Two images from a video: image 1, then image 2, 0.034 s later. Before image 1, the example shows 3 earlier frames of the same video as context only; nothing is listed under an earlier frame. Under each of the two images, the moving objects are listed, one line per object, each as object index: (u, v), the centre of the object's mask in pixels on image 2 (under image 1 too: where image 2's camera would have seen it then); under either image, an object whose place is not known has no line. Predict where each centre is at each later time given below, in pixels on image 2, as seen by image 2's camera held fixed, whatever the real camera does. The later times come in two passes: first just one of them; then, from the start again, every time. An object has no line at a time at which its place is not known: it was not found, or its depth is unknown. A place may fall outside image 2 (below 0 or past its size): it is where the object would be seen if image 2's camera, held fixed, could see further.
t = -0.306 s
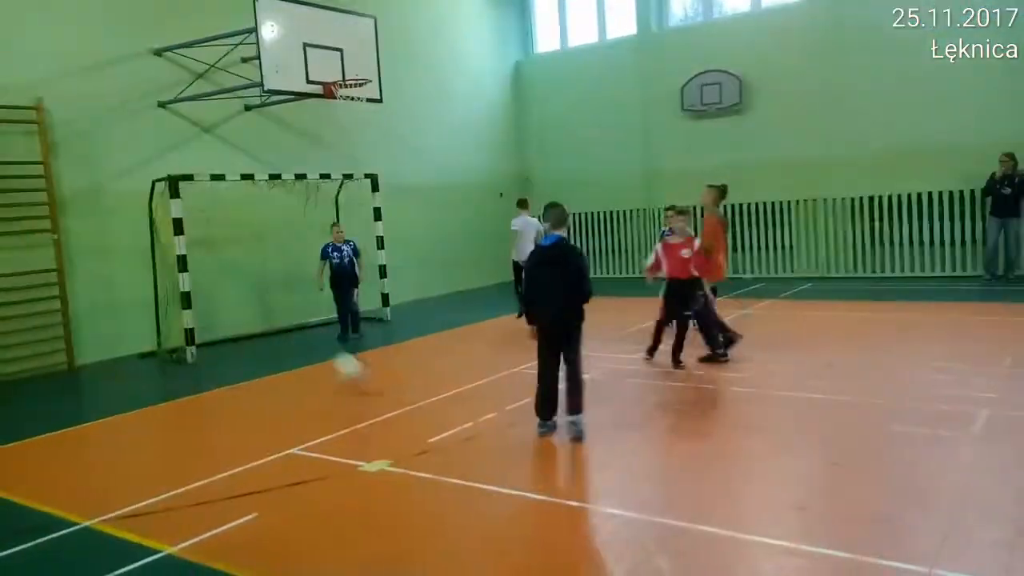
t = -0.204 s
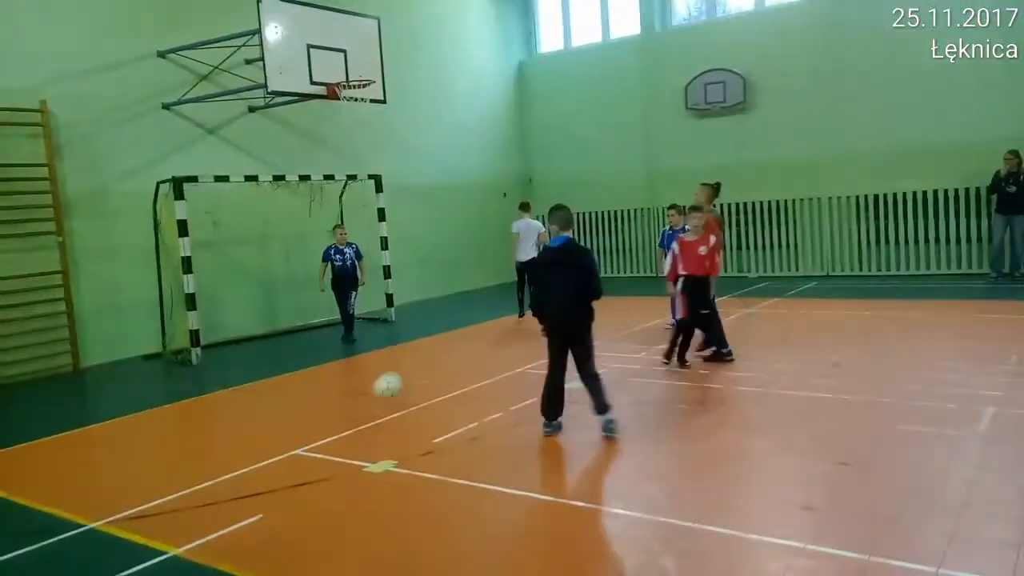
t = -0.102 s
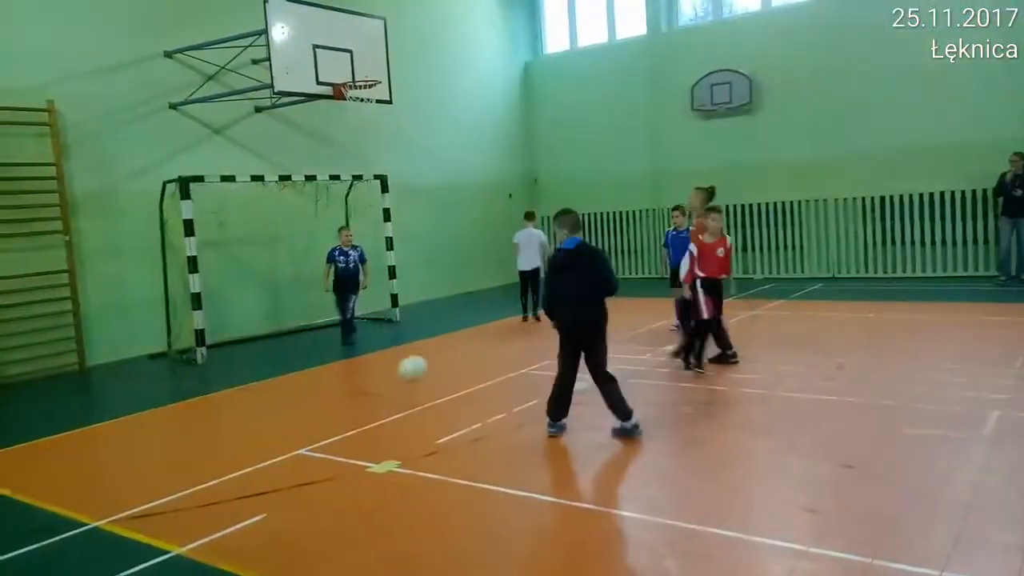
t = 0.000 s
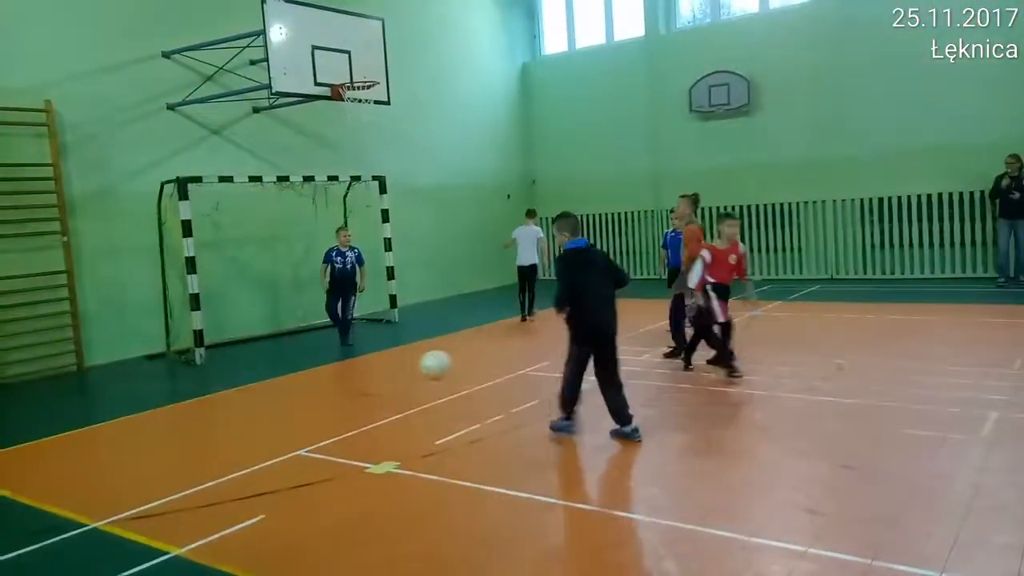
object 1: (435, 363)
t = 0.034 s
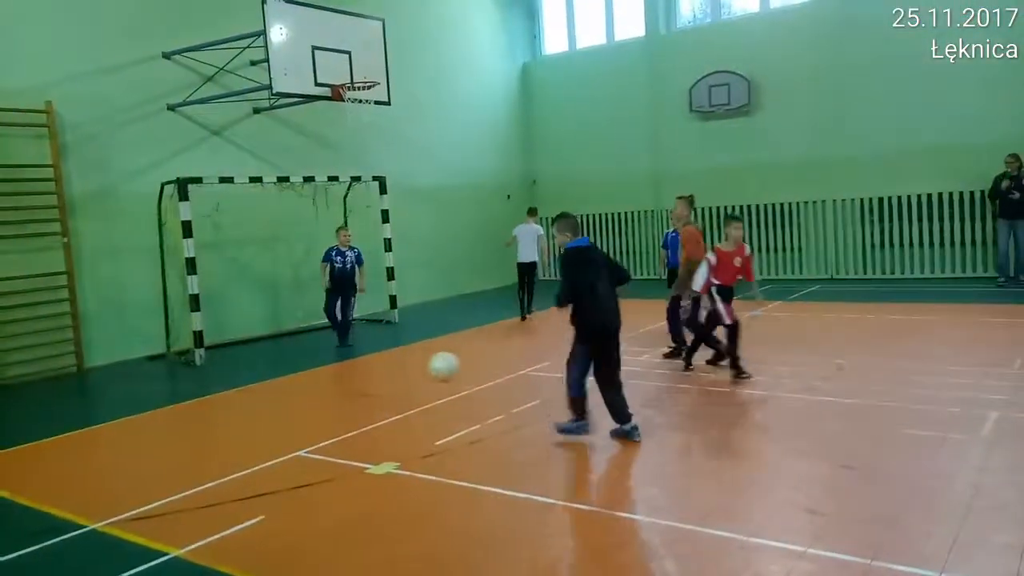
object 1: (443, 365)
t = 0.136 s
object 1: (472, 379)
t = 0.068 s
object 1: (453, 367)
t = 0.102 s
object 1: (462, 372)
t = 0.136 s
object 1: (472, 379)
